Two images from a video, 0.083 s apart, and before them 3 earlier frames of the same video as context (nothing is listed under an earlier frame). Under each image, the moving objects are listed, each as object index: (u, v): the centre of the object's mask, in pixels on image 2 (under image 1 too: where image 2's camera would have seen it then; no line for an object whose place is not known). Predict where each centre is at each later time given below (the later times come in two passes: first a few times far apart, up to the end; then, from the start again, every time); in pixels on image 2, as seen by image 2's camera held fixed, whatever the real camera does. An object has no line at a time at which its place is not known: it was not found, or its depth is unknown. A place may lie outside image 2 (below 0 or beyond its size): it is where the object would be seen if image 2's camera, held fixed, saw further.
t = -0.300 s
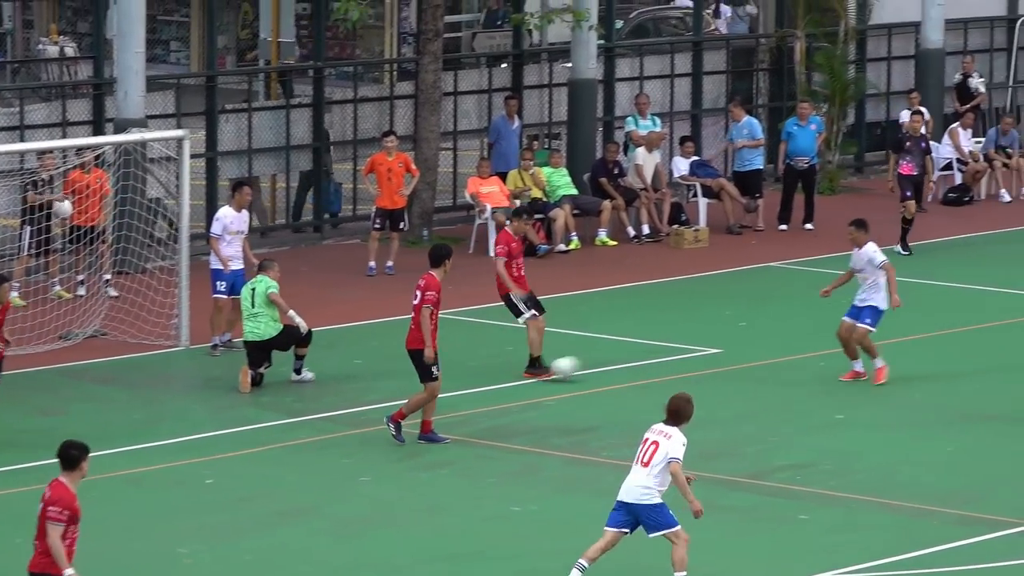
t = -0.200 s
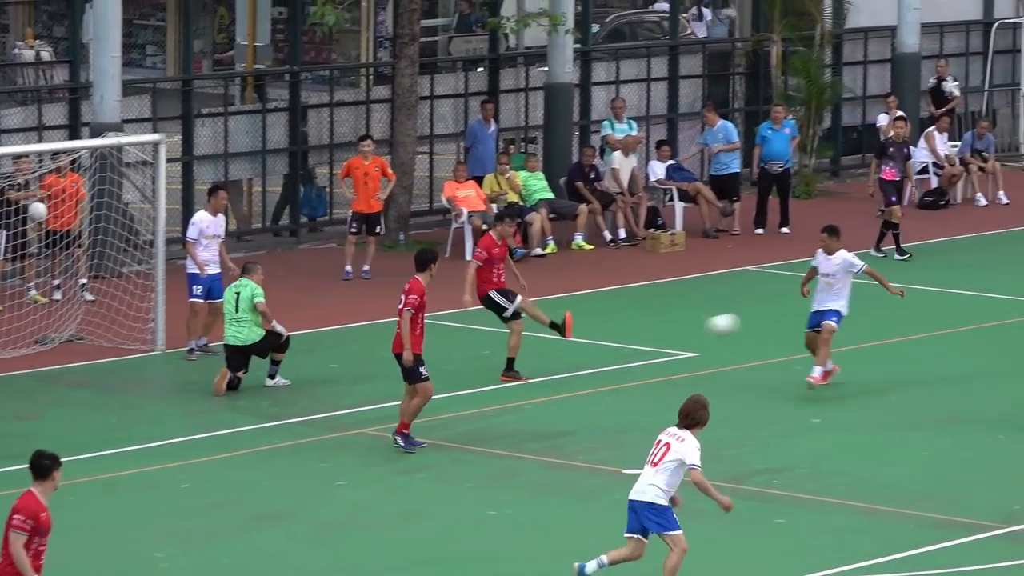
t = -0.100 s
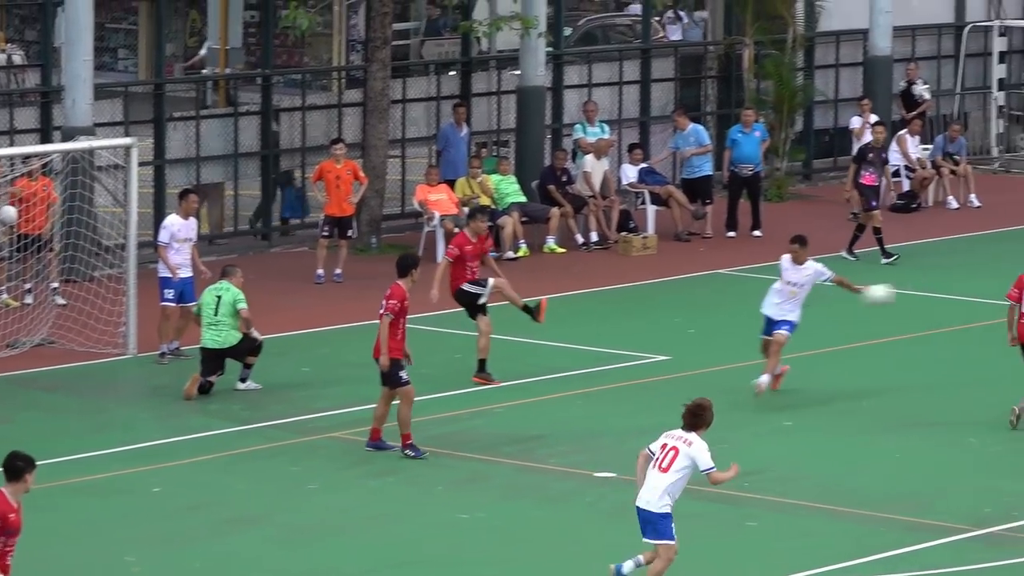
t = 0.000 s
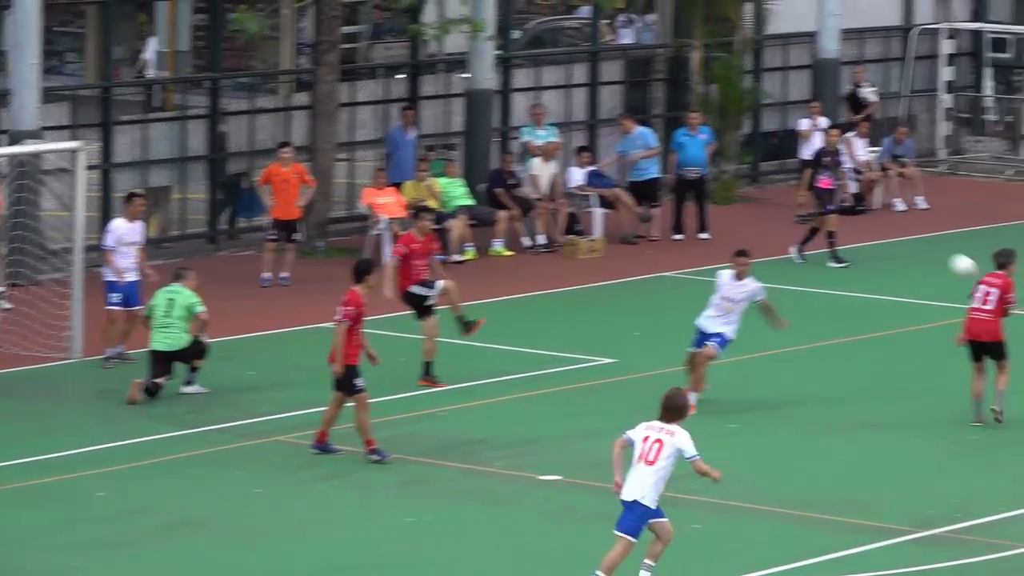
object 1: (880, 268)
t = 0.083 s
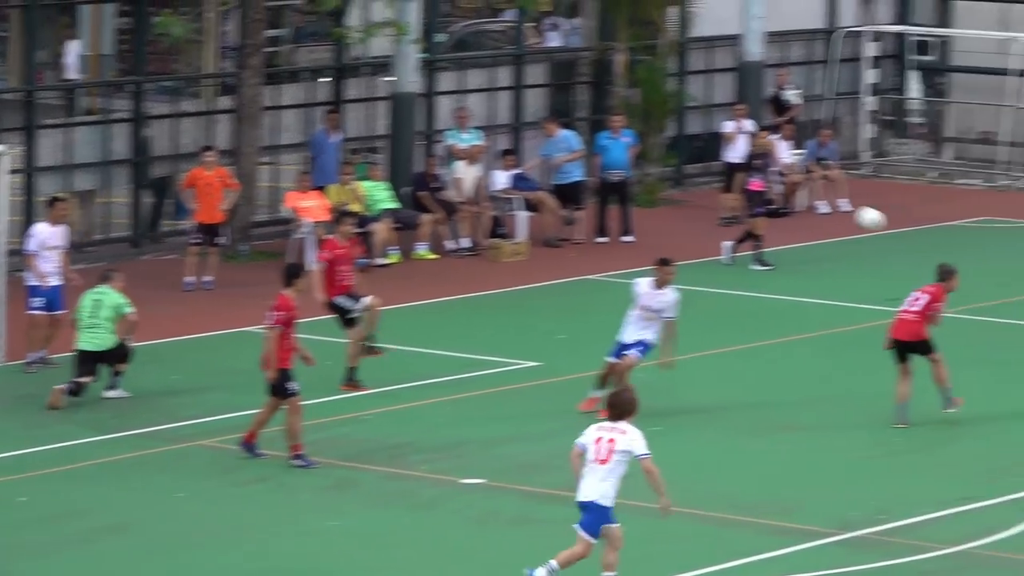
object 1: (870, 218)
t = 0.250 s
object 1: (840, 137)
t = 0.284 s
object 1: (822, 128)
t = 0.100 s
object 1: (868, 209)
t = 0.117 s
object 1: (866, 200)
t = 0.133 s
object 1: (864, 190)
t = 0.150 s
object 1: (861, 182)
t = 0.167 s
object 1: (858, 173)
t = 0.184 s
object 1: (856, 165)
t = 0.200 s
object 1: (851, 158)
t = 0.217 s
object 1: (848, 150)
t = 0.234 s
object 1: (845, 144)
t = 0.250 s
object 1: (840, 137)
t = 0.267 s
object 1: (830, 133)
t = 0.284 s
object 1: (822, 128)
